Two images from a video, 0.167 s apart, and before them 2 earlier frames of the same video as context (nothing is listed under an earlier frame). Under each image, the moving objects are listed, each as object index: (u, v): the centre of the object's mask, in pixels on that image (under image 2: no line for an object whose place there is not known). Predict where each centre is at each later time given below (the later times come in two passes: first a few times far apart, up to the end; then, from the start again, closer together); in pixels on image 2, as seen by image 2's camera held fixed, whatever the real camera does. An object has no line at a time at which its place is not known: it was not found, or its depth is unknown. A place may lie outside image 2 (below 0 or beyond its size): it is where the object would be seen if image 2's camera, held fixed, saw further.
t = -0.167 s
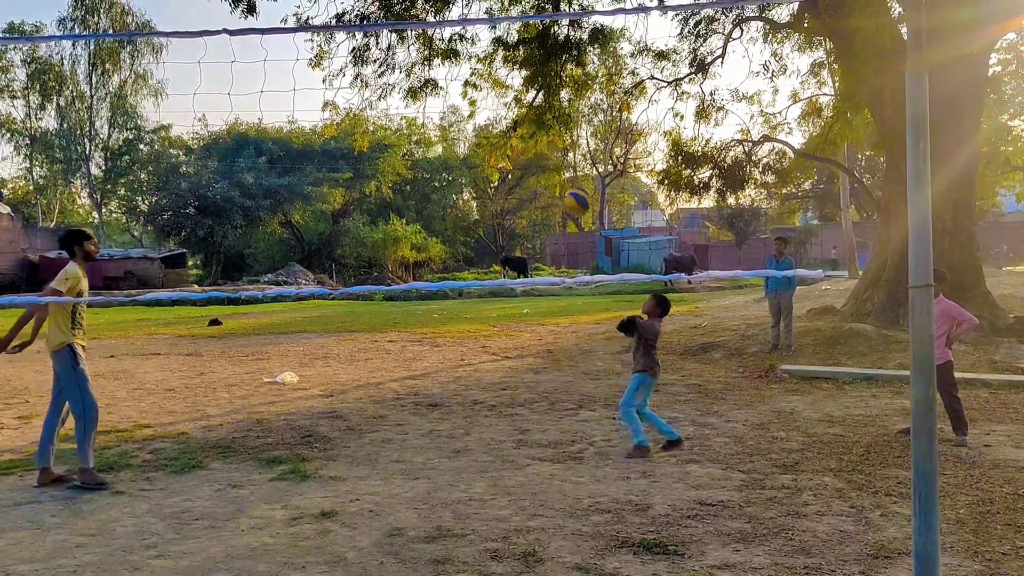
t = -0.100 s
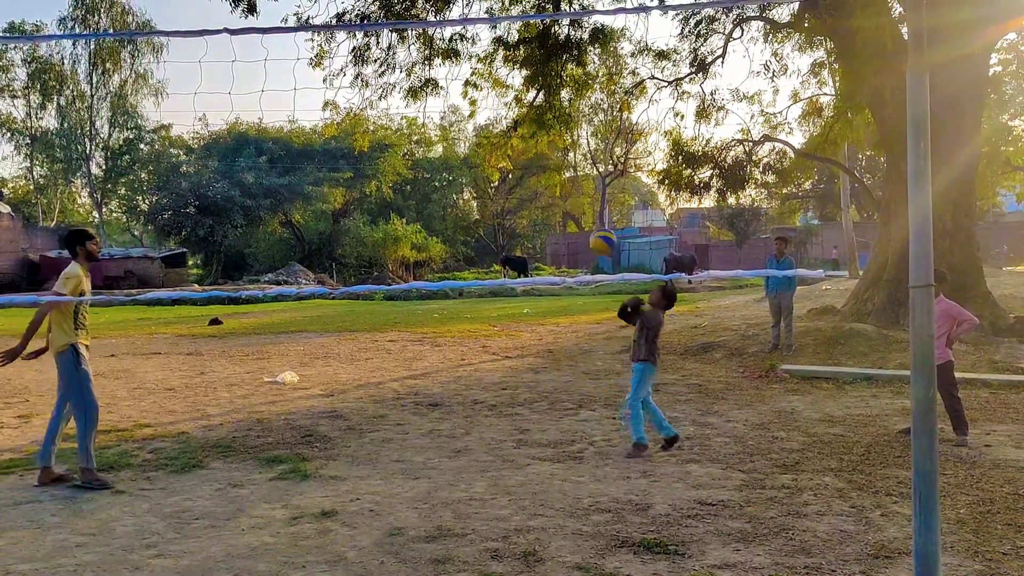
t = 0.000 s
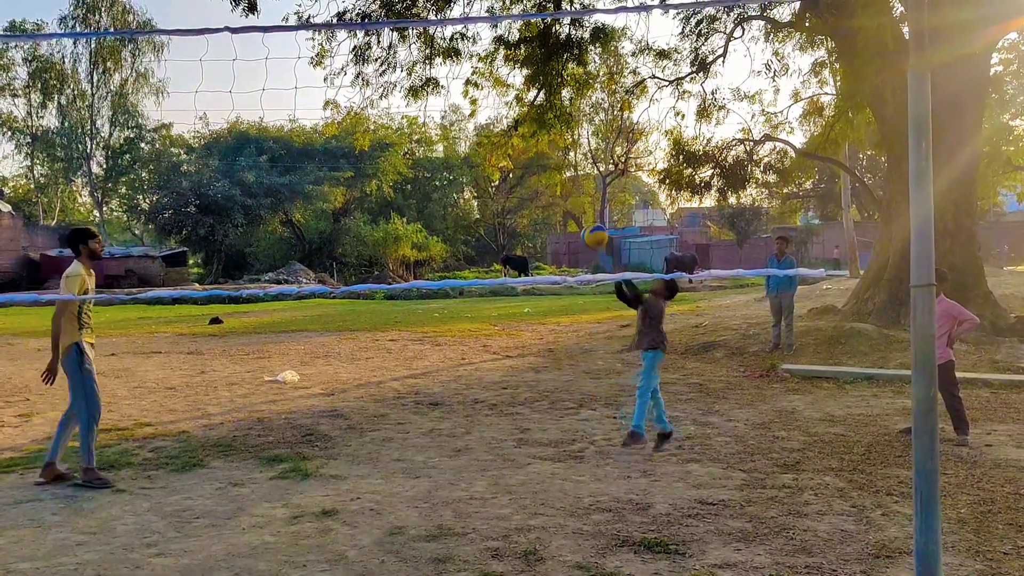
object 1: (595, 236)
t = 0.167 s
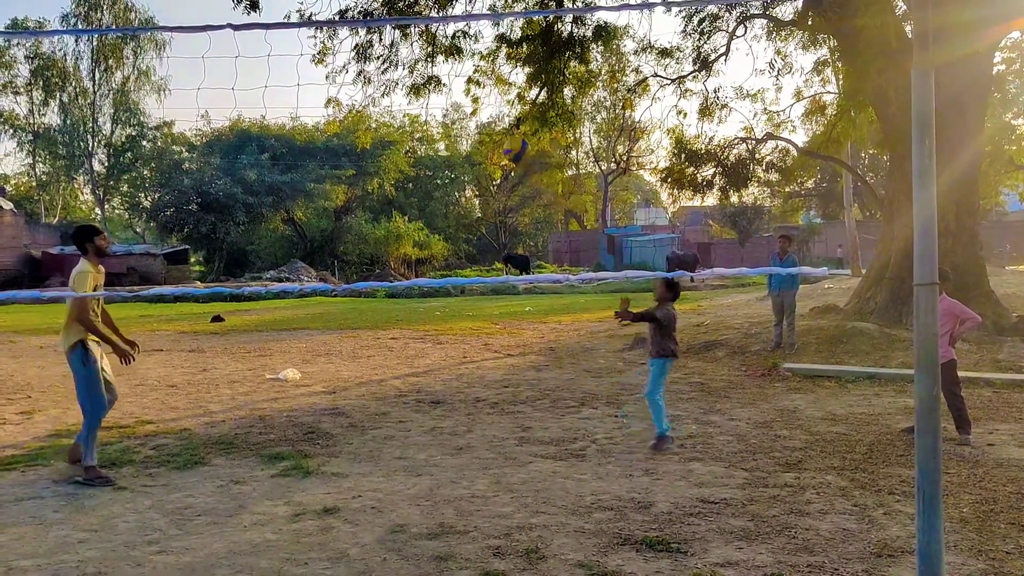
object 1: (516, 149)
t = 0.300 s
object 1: (452, 107)
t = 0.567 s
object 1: (323, 87)
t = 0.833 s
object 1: (197, 161)
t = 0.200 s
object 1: (499, 137)
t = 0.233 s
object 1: (483, 126)
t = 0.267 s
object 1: (468, 116)
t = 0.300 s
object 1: (452, 107)
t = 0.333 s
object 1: (436, 99)
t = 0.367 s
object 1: (420, 94)
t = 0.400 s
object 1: (404, 89)
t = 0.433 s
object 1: (388, 85)
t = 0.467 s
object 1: (372, 83)
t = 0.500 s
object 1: (356, 83)
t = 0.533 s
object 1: (339, 84)
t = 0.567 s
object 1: (323, 87)
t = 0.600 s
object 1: (307, 91)
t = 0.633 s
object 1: (291, 97)
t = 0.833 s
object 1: (197, 161)
